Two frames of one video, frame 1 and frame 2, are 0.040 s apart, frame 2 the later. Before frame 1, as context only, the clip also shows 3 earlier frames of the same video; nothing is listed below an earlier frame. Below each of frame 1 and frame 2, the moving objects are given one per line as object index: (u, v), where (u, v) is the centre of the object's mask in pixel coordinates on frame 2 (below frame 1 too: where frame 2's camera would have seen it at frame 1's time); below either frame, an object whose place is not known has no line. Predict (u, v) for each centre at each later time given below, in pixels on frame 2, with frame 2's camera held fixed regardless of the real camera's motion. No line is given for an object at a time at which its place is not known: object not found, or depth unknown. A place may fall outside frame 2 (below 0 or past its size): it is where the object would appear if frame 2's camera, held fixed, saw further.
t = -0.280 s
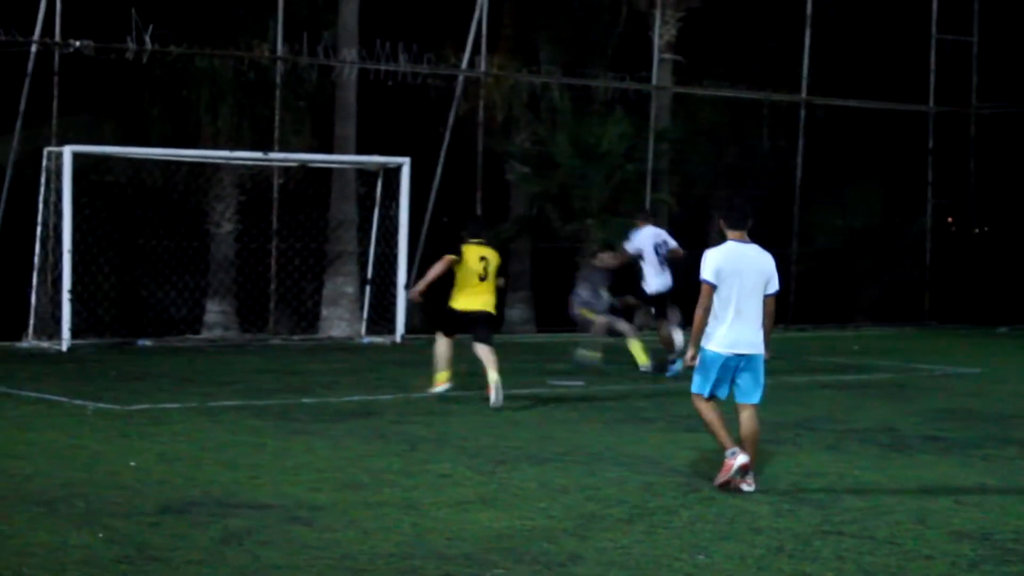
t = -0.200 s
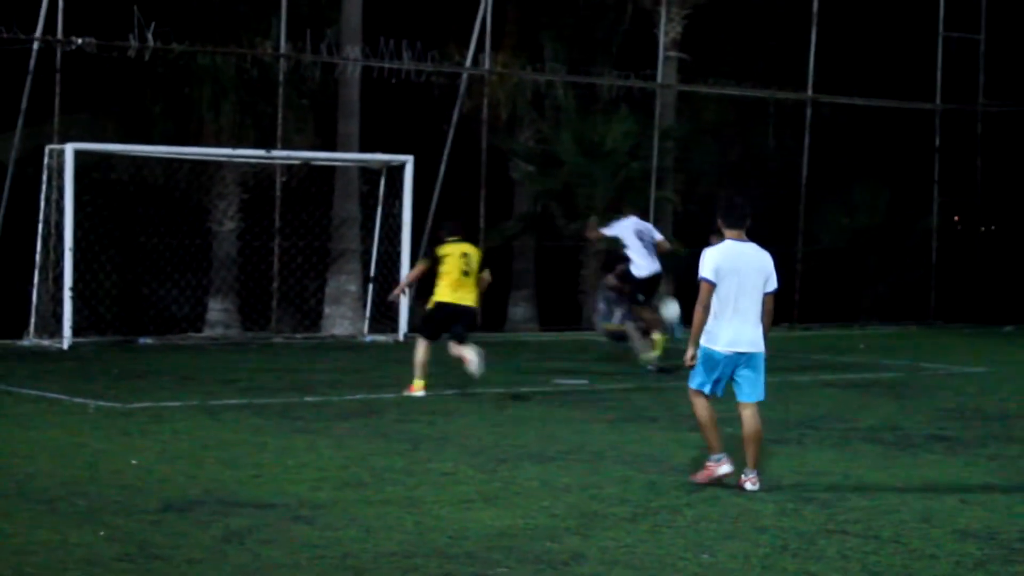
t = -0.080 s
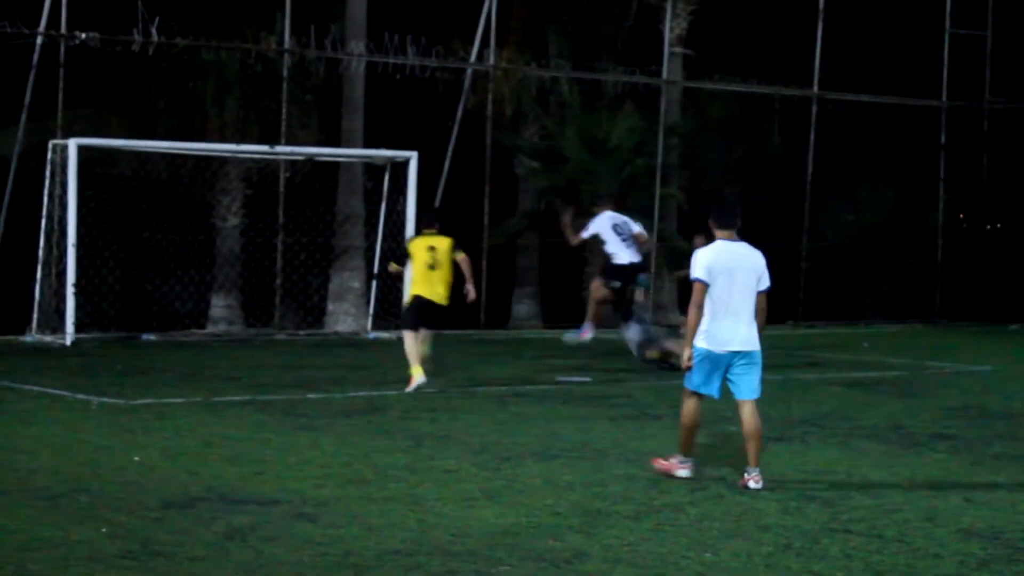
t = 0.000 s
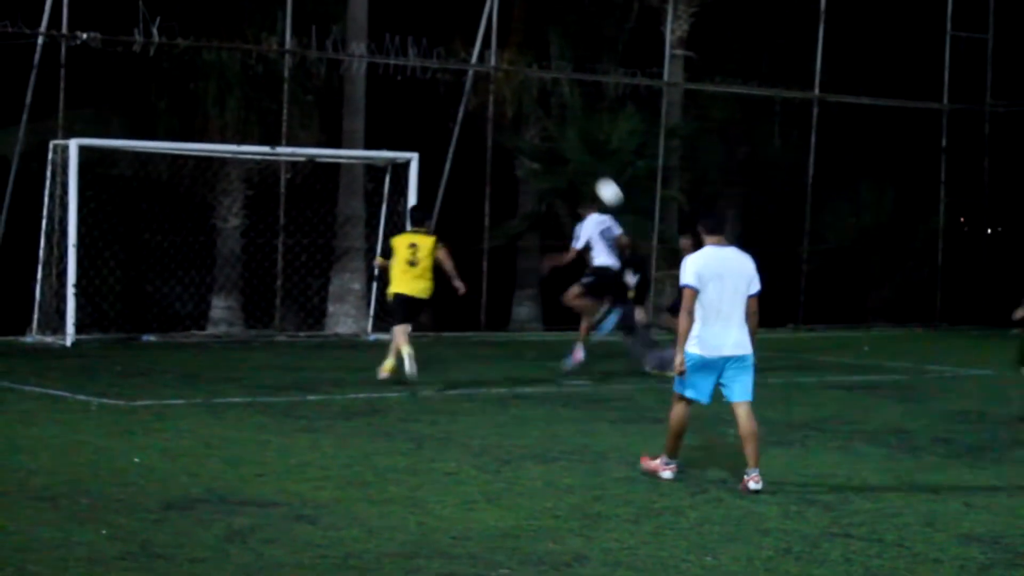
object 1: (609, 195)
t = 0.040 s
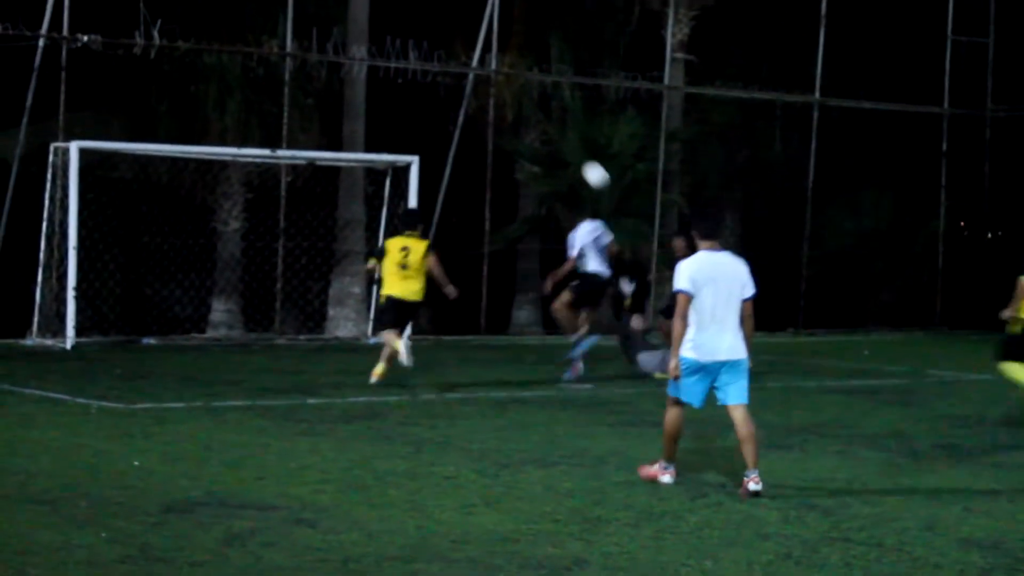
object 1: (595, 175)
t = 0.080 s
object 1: (581, 156)
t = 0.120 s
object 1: (566, 136)
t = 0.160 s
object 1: (552, 119)
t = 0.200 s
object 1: (538, 103)
